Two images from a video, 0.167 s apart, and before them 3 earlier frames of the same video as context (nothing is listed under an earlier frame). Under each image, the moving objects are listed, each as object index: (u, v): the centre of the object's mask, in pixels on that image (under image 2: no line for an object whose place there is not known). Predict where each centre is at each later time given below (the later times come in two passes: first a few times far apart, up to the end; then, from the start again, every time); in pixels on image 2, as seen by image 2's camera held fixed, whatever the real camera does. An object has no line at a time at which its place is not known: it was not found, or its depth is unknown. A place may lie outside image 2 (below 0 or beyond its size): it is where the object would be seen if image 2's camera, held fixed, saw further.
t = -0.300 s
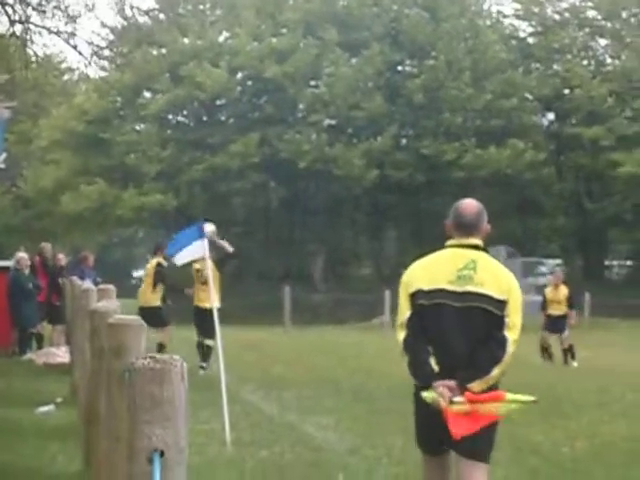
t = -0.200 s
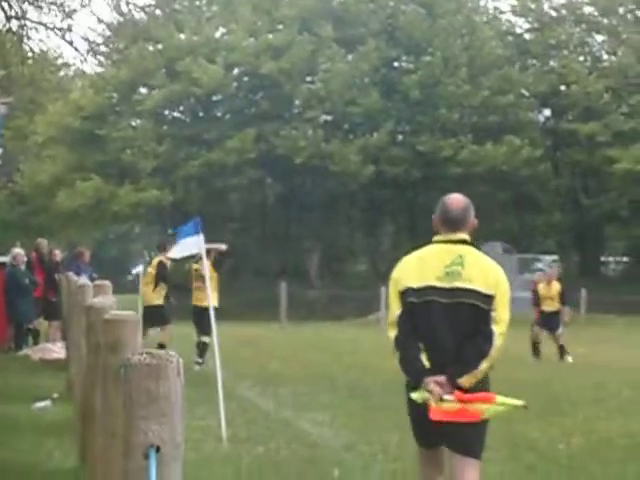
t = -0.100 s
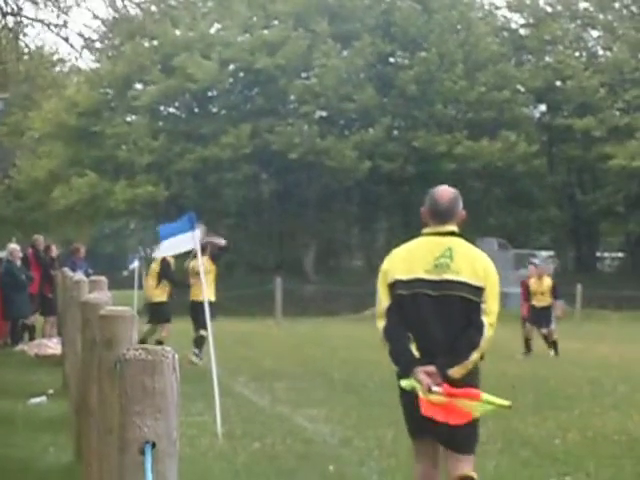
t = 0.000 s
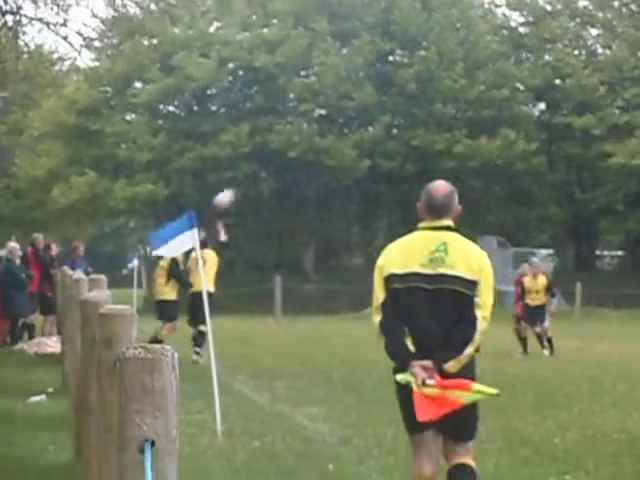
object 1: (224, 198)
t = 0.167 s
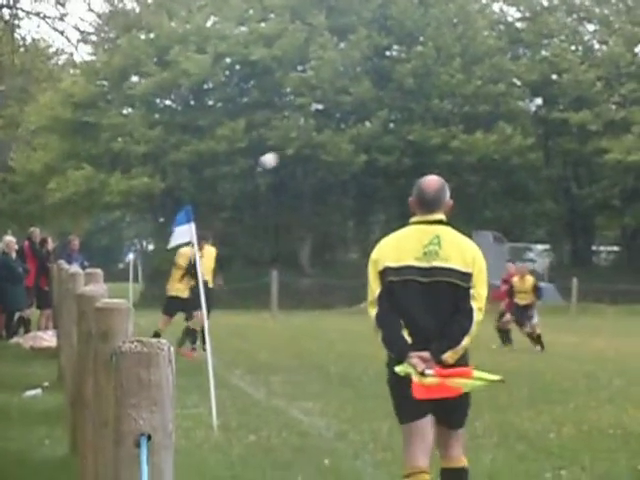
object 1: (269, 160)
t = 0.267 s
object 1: (293, 151)
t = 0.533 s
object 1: (349, 159)
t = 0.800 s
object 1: (393, 204)
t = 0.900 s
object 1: (404, 225)
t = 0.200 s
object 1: (277, 156)
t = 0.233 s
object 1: (285, 153)
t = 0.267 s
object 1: (293, 151)
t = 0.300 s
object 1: (301, 149)
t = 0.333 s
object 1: (308, 149)
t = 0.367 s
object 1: (315, 149)
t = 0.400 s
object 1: (323, 150)
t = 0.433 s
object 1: (330, 151)
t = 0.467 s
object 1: (337, 152)
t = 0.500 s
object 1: (343, 155)
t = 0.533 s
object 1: (349, 159)
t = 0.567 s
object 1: (355, 163)
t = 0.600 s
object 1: (360, 167)
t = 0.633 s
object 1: (366, 172)
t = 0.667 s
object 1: (371, 177)
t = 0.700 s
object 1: (377, 183)
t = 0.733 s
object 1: (382, 189)
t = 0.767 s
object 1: (388, 196)
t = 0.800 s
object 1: (393, 204)
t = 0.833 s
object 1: (397, 211)
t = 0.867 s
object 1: (402, 219)
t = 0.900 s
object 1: (404, 225)
